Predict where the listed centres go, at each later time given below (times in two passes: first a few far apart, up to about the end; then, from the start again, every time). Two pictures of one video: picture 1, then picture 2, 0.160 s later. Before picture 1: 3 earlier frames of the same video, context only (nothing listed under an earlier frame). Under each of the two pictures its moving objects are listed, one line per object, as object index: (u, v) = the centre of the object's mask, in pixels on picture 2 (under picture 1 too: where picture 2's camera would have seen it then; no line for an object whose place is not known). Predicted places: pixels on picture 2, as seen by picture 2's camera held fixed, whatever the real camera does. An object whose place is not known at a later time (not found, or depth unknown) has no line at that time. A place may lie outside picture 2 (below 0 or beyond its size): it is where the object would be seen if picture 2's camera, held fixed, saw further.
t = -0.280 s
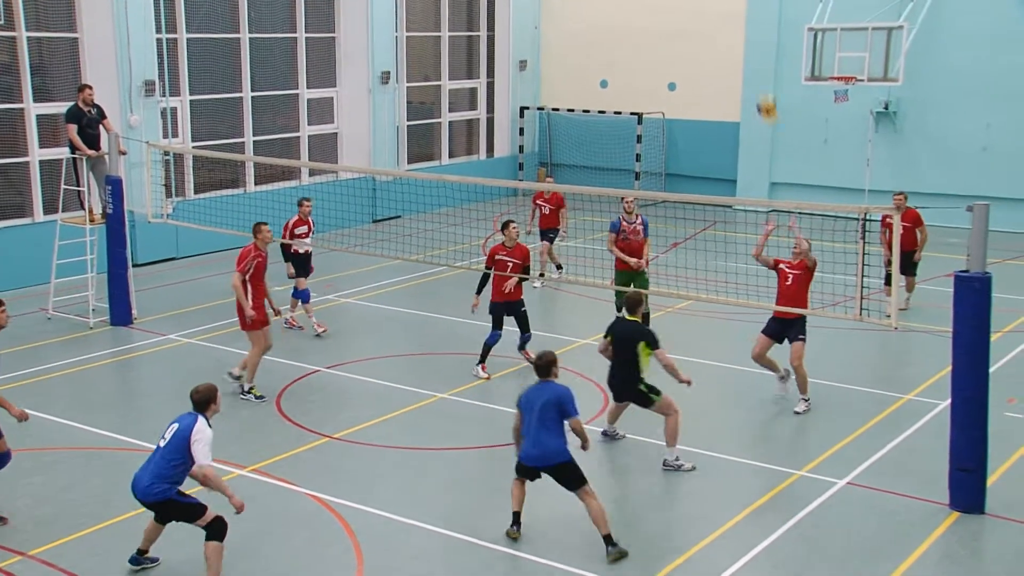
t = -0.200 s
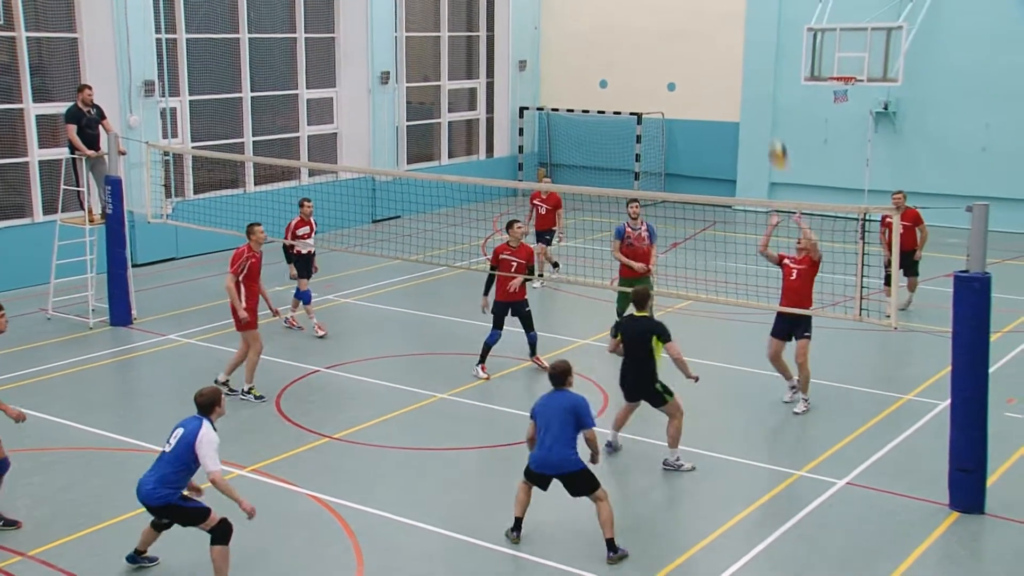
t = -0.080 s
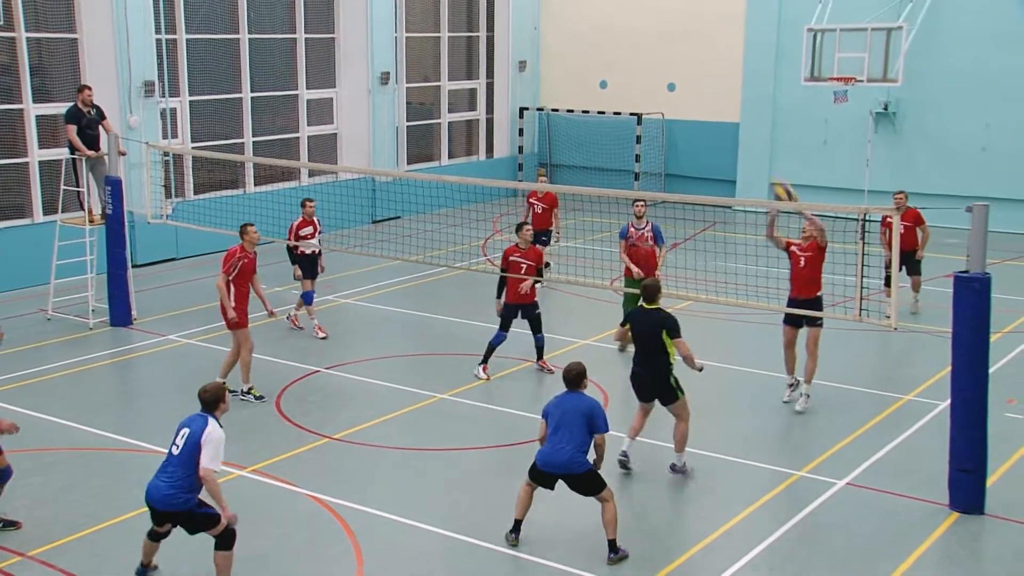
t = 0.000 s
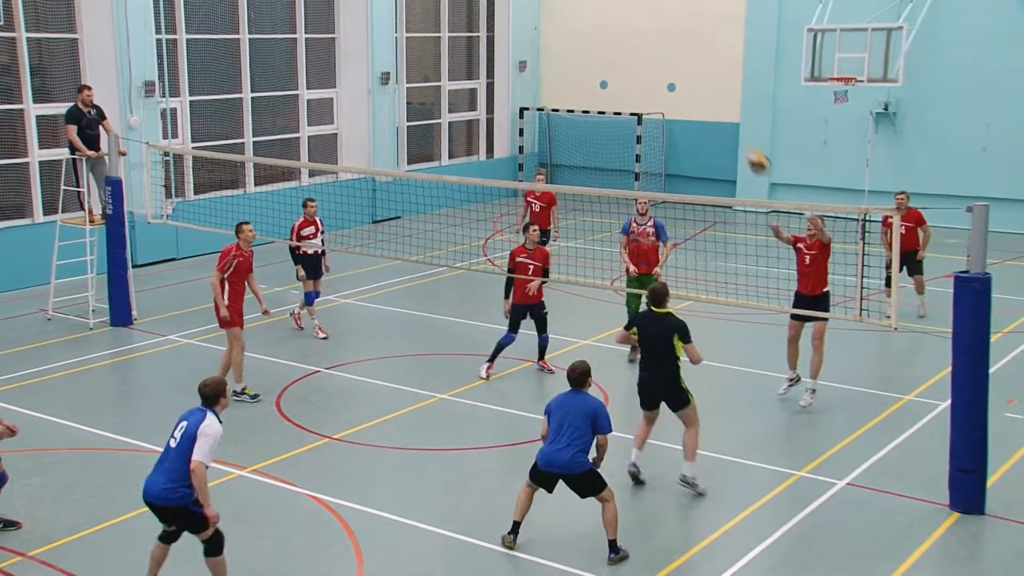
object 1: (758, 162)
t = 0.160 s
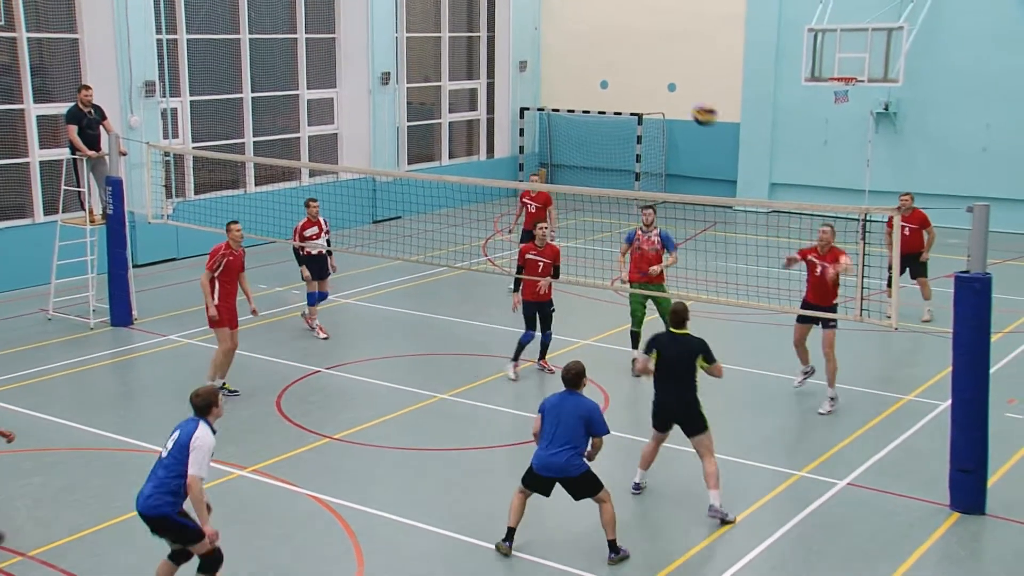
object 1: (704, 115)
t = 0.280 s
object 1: (658, 91)
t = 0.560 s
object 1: (528, 101)
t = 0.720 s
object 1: (436, 167)
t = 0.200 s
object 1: (690, 106)
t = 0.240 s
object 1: (674, 97)
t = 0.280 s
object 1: (658, 91)
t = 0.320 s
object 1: (642, 86)
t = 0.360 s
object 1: (626, 84)
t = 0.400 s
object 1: (607, 82)
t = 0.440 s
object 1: (588, 83)
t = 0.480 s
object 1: (570, 86)
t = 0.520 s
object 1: (548, 92)
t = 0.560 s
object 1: (528, 101)
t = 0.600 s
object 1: (507, 112)
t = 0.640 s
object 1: (484, 128)
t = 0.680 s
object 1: (462, 145)
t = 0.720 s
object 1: (436, 167)
